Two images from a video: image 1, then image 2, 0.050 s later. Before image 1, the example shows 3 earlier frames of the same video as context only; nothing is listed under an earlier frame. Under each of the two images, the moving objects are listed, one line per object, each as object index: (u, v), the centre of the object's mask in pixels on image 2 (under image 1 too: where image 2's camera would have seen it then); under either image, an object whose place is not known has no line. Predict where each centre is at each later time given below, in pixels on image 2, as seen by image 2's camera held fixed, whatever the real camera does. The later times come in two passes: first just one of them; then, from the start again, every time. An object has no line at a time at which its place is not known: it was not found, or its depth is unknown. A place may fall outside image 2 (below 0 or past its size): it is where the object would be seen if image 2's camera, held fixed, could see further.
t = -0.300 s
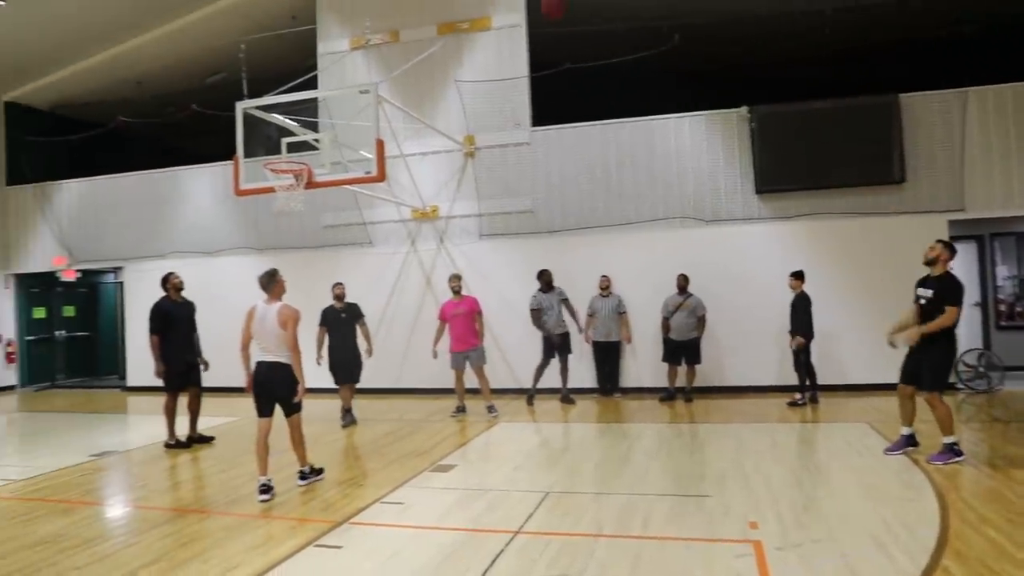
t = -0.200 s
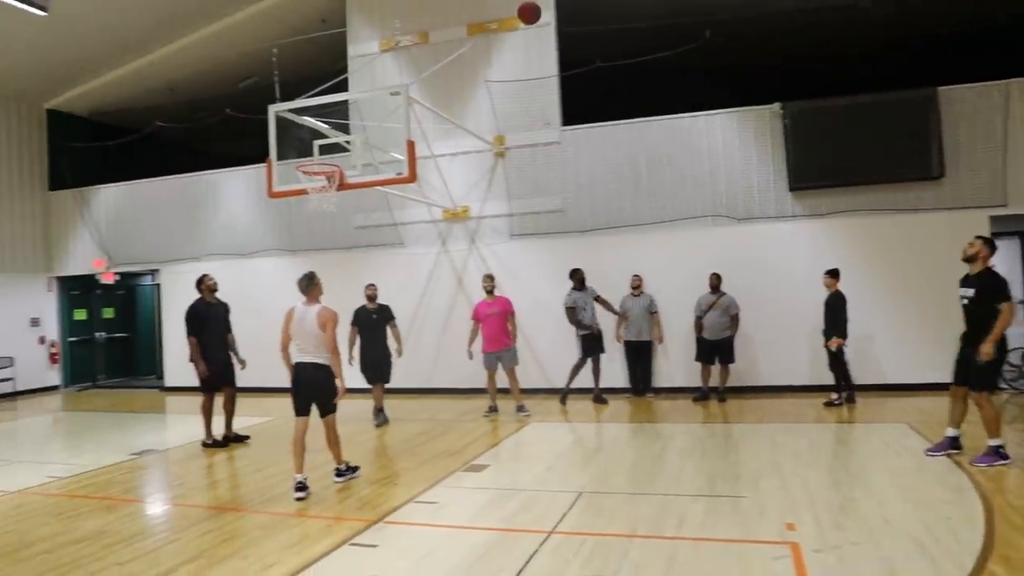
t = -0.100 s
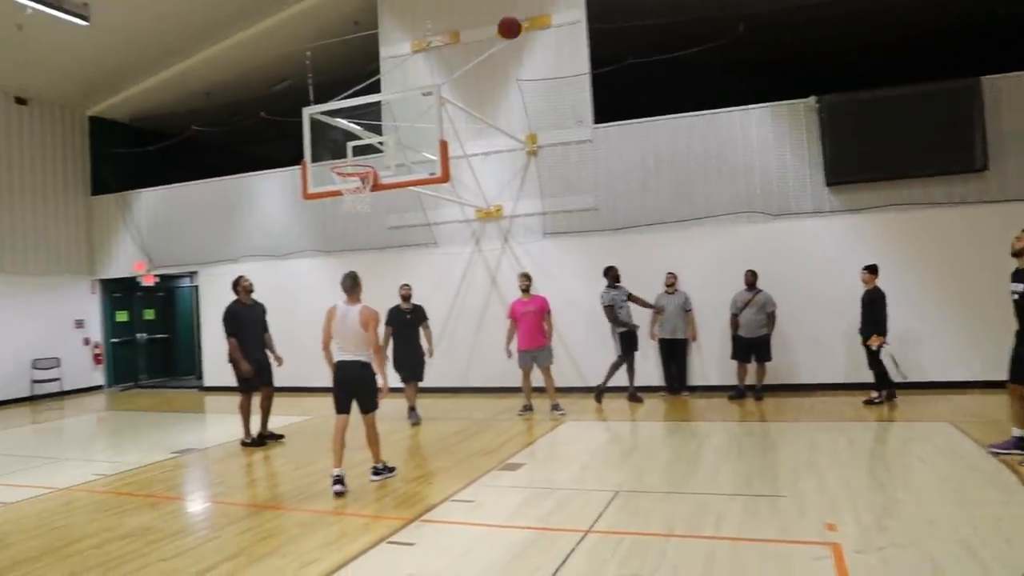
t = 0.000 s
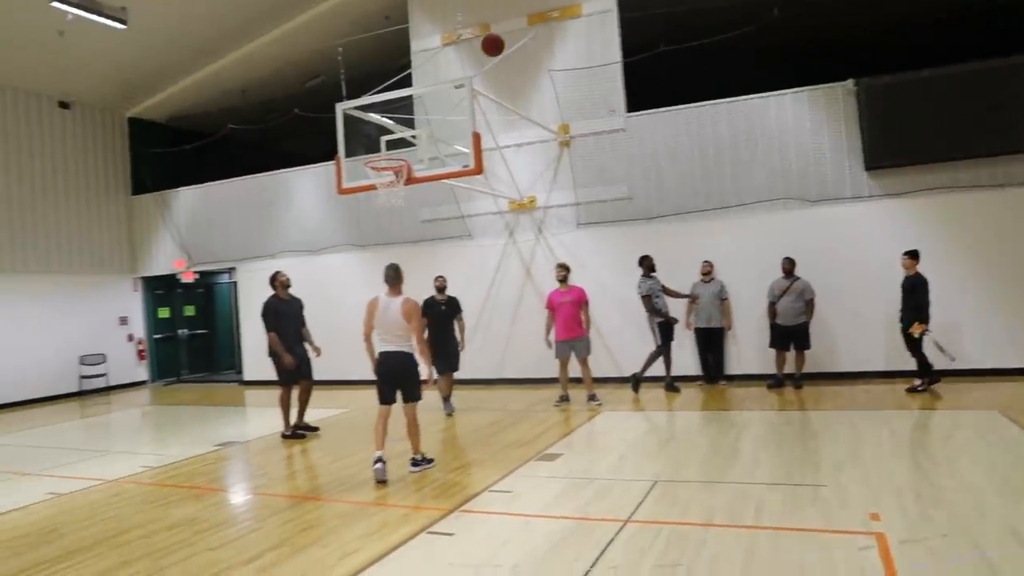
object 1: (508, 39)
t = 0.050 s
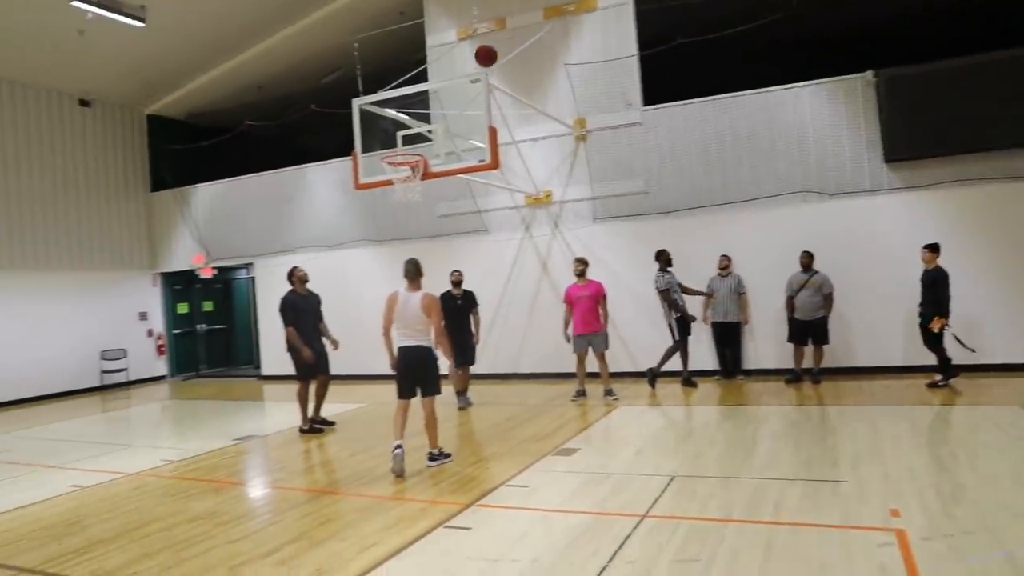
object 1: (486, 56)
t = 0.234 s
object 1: (410, 130)
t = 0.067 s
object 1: (479, 61)
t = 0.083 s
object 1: (471, 67)
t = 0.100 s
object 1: (464, 74)
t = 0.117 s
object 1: (457, 80)
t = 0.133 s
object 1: (450, 87)
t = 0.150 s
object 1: (443, 94)
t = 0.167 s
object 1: (437, 101)
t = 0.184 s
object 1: (430, 108)
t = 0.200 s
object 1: (424, 116)
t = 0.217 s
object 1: (417, 123)
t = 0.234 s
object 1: (410, 130)
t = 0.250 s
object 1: (404, 139)
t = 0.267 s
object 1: (398, 146)
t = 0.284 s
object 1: (393, 155)
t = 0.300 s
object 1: (395, 160)
